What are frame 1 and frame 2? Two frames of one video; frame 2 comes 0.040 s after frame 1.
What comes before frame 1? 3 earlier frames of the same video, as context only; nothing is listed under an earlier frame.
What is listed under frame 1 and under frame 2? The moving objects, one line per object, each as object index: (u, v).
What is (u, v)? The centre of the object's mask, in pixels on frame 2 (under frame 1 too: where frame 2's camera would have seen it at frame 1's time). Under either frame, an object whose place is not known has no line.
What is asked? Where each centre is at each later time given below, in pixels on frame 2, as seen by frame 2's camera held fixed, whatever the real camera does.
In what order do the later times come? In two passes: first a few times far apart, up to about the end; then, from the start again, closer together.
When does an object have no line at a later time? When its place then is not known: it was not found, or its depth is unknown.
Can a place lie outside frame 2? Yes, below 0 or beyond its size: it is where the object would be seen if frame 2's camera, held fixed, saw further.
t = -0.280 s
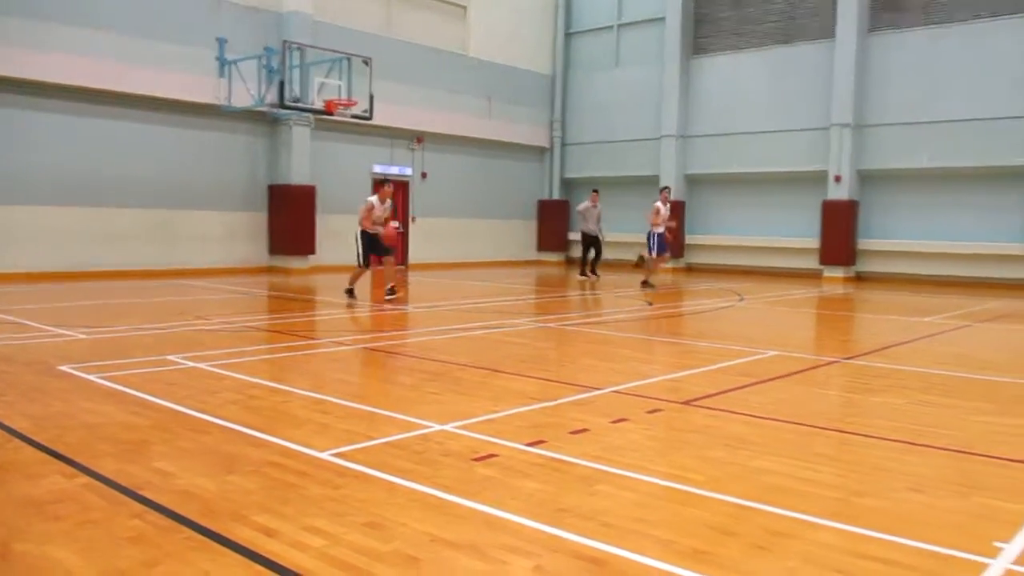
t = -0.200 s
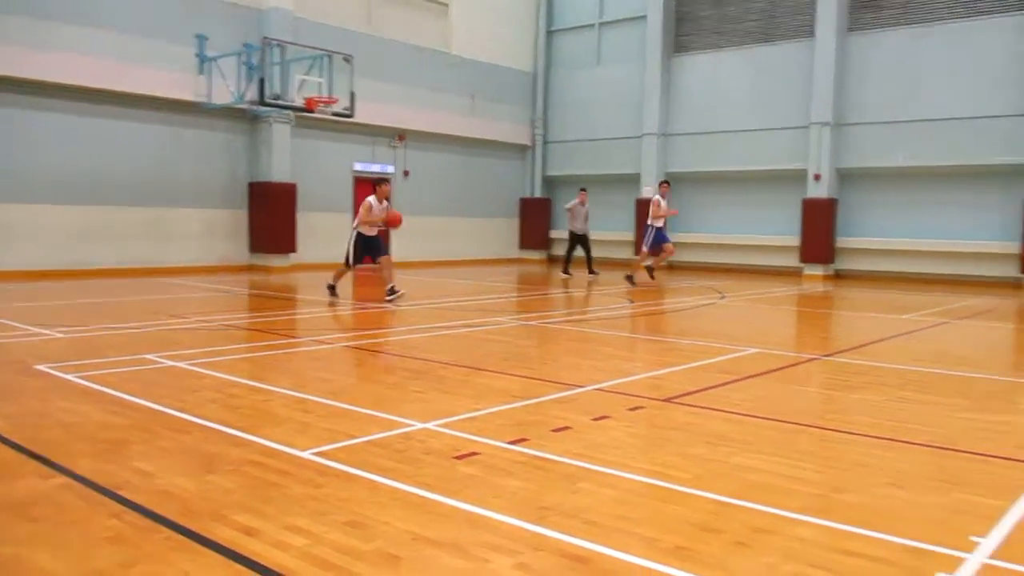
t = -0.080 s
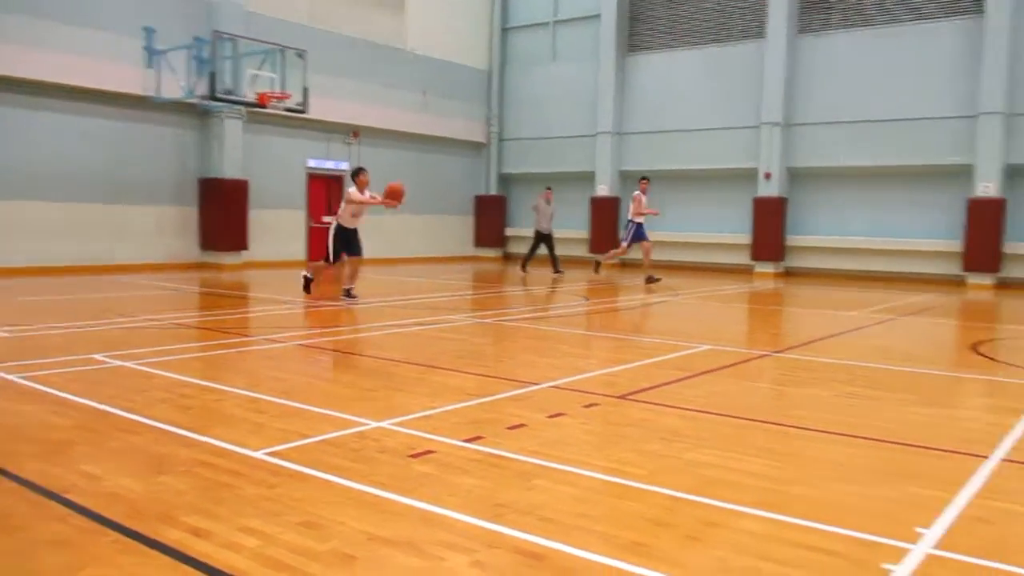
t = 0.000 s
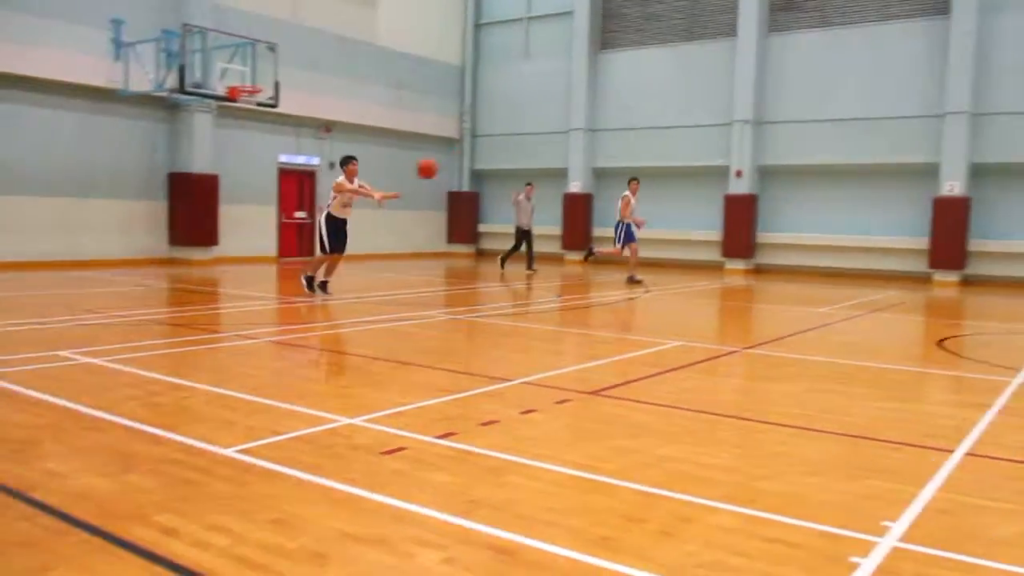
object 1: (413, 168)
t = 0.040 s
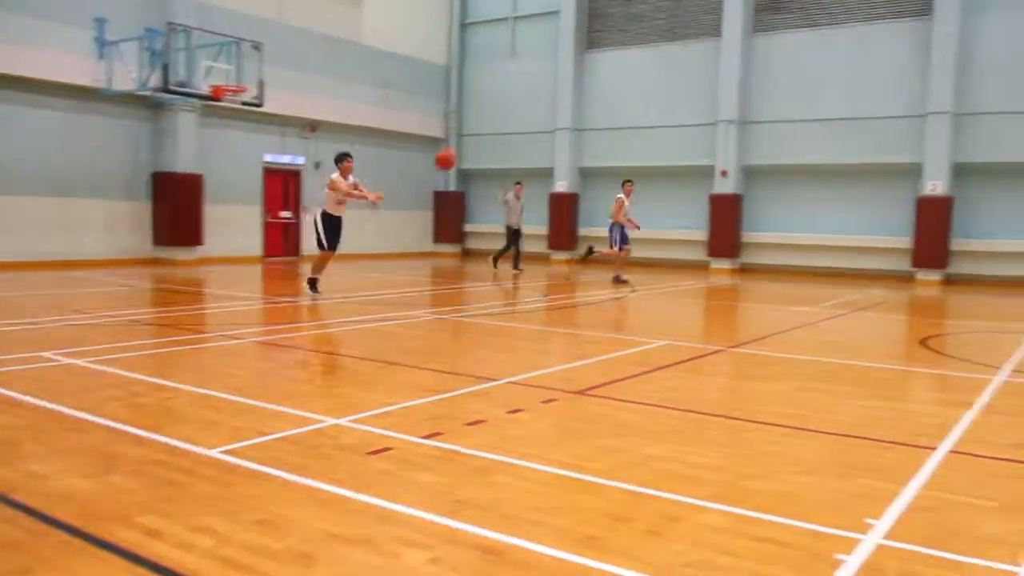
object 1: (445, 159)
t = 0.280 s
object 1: (671, 127)
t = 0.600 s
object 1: (1099, 158)
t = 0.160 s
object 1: (550, 138)
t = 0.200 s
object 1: (588, 134)
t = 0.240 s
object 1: (628, 130)
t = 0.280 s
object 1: (671, 127)
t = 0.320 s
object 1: (715, 125)
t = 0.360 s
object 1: (763, 124)
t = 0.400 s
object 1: (810, 126)
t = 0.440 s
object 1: (861, 128)
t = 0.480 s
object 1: (915, 133)
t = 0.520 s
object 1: (973, 139)
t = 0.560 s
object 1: (1033, 148)
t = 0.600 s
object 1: (1099, 158)
